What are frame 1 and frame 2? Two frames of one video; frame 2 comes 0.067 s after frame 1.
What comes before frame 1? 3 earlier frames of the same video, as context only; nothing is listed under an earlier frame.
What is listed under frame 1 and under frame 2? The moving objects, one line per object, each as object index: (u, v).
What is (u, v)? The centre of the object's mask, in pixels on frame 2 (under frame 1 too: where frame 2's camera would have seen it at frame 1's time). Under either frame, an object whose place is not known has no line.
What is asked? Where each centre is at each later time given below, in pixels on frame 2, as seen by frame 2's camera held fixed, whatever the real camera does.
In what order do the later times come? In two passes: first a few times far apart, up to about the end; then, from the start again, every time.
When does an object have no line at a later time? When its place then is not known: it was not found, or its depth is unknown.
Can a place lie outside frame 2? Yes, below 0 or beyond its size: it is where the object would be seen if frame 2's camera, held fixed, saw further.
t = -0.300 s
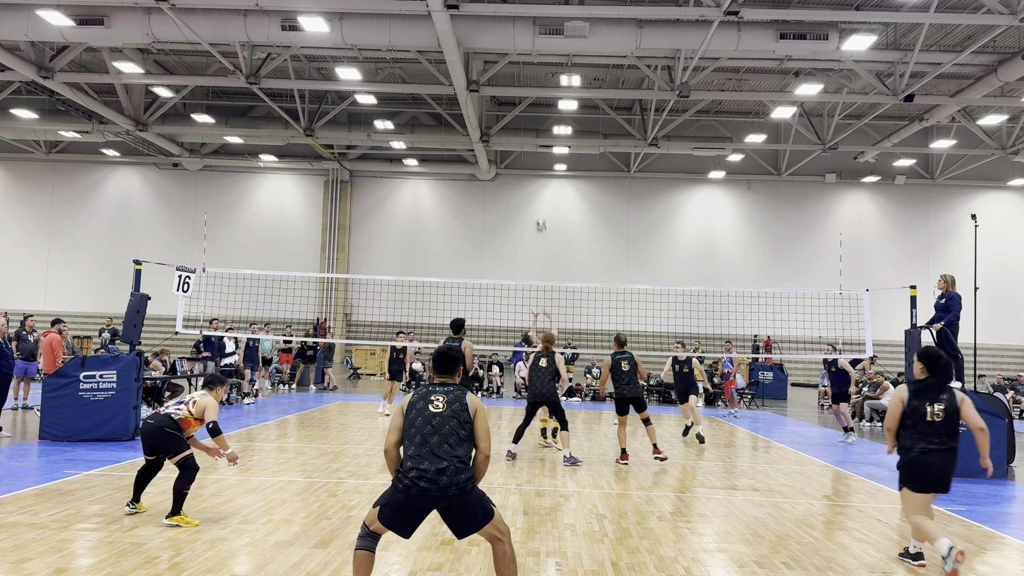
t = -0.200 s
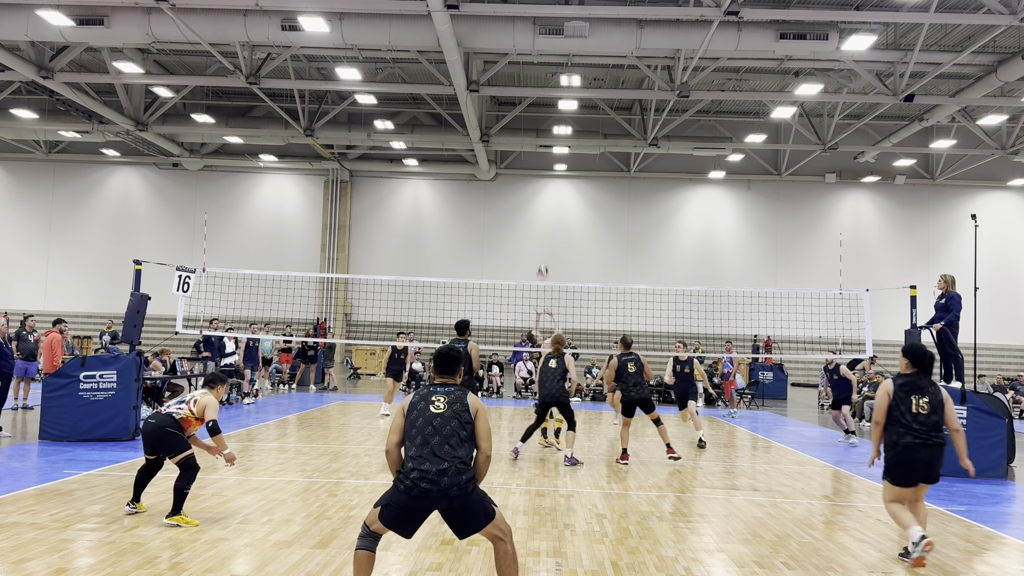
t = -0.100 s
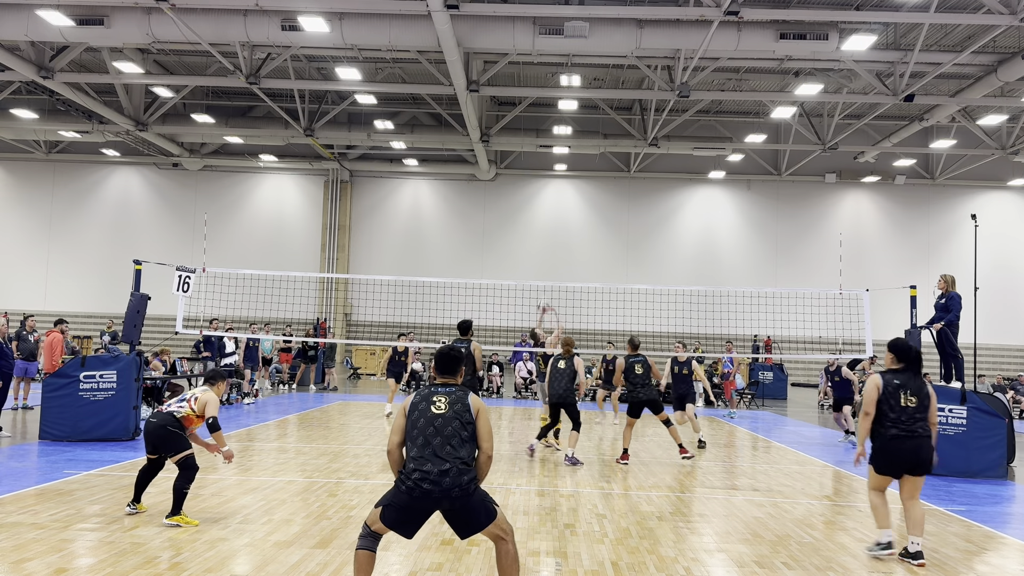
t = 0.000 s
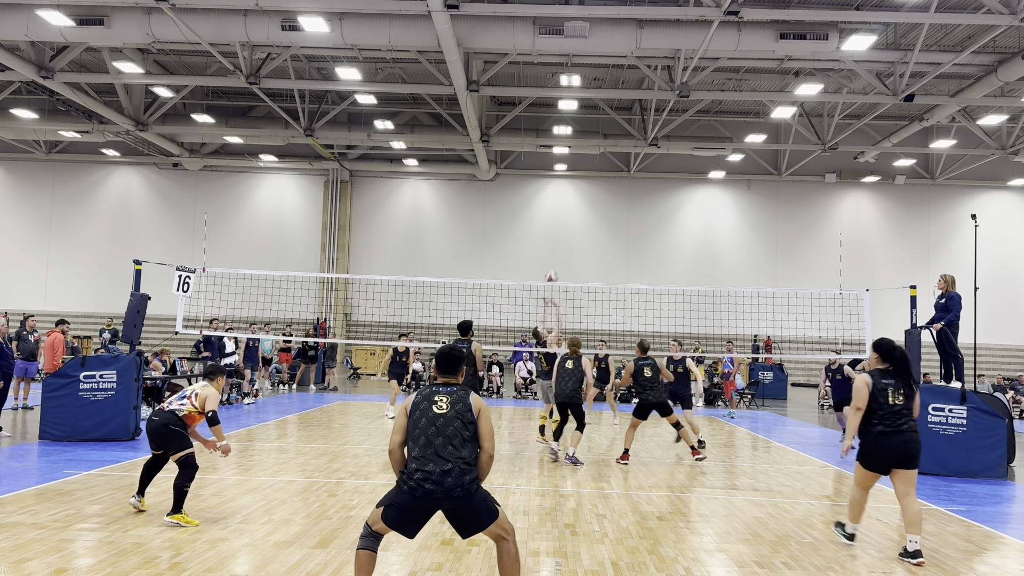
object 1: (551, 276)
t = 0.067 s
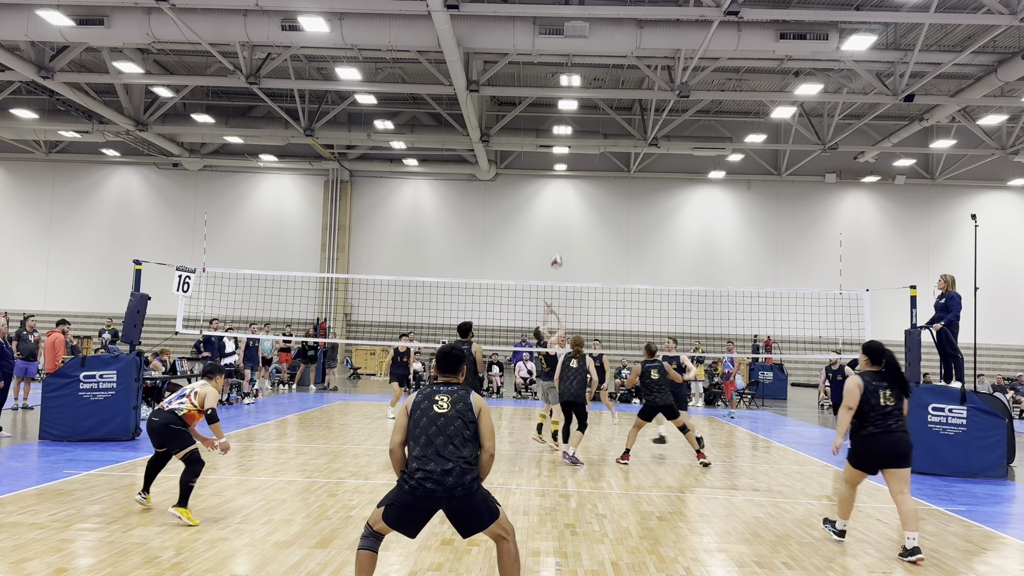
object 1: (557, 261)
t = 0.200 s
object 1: (566, 239)
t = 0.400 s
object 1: (579, 227)
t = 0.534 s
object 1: (587, 232)
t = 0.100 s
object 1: (559, 255)
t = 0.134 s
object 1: (562, 249)
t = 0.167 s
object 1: (564, 244)
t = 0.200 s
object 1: (566, 239)
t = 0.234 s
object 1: (568, 236)
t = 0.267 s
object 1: (571, 232)
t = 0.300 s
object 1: (573, 230)
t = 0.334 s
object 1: (575, 228)
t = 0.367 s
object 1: (577, 227)
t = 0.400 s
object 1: (579, 227)
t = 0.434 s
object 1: (581, 227)
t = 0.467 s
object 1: (584, 228)
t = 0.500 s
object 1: (586, 230)
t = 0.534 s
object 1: (587, 232)
